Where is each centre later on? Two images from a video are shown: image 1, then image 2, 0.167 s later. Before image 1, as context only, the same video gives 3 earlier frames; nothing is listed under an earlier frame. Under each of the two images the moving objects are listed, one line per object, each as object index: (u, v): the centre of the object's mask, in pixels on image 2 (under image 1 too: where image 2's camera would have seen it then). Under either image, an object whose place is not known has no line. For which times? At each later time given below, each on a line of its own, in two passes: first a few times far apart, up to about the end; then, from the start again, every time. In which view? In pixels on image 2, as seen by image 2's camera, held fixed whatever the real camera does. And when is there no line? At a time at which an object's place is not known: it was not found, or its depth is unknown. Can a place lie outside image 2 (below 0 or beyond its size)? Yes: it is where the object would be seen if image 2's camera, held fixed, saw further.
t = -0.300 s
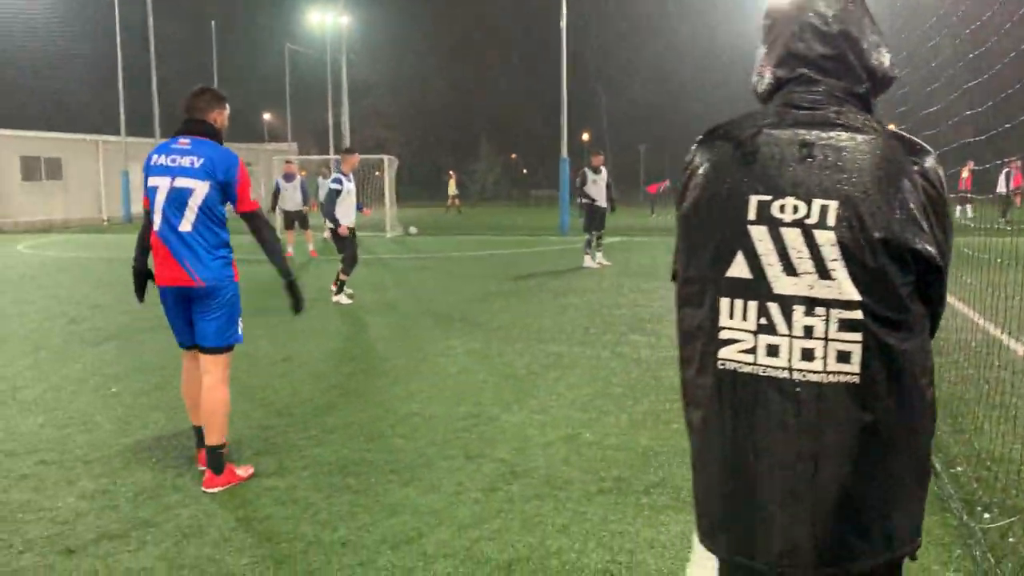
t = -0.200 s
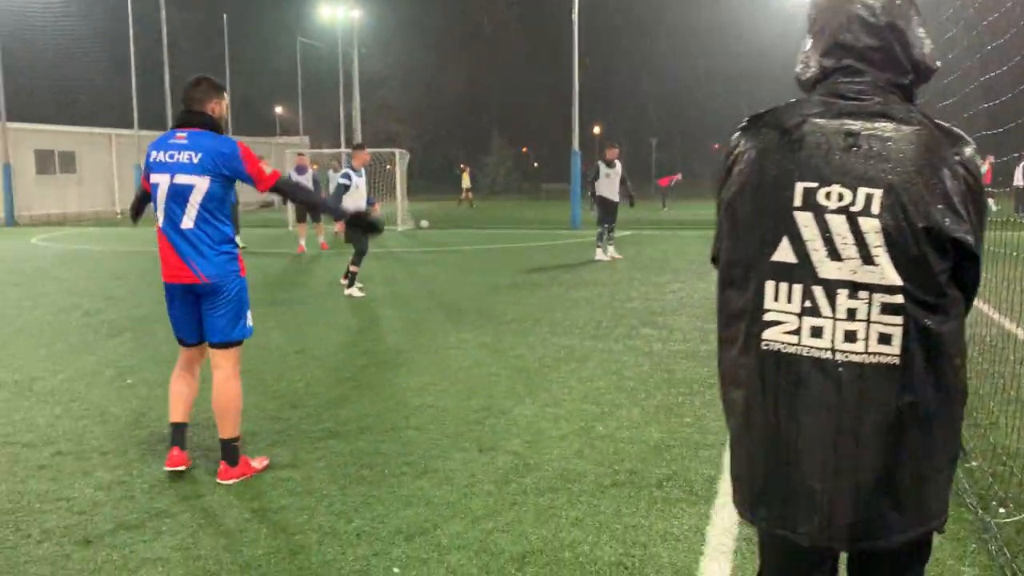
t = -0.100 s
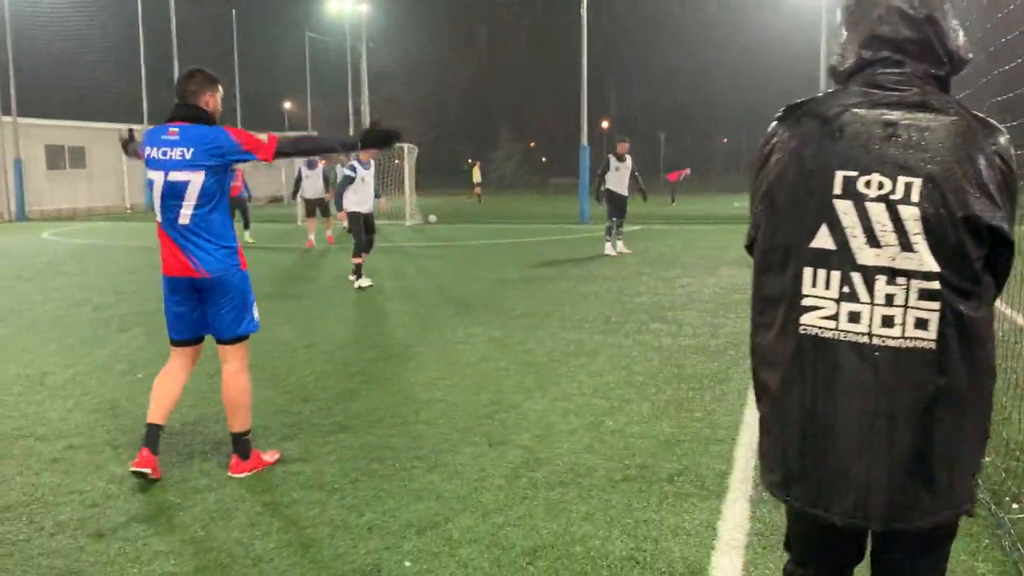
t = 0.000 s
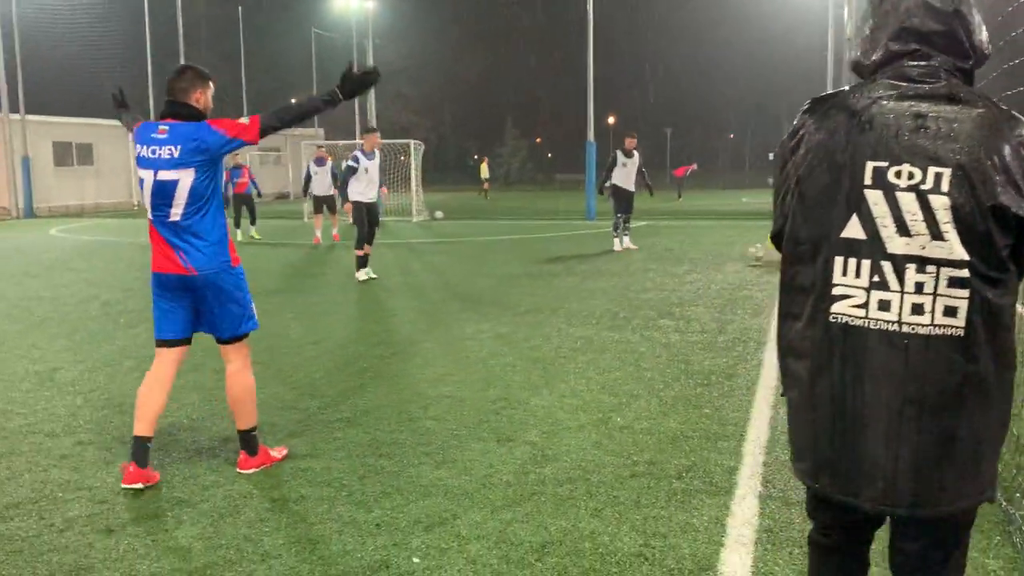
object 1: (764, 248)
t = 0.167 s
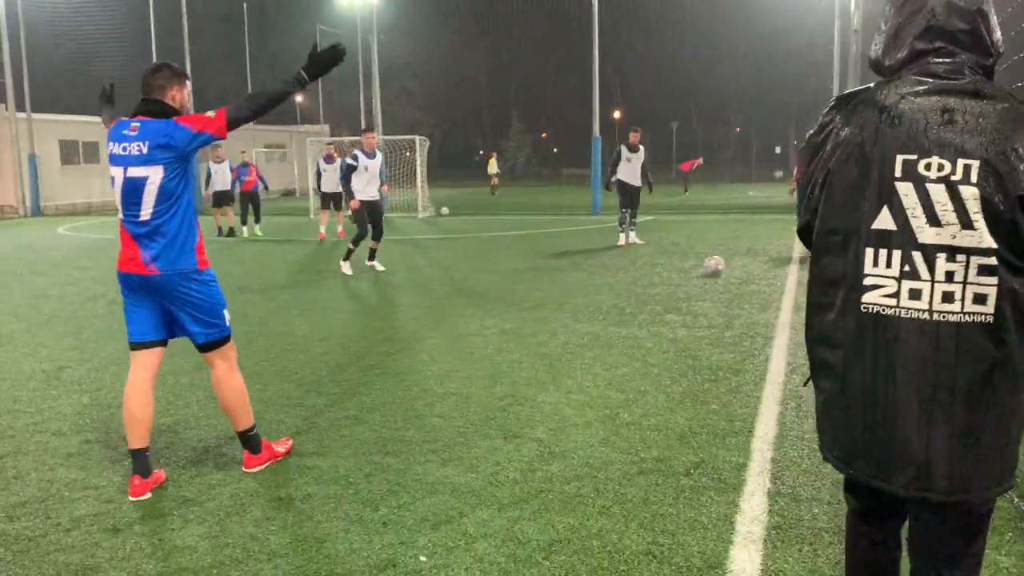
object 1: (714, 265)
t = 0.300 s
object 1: (667, 277)
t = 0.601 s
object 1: (529, 319)
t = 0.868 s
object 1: (343, 379)
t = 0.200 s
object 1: (703, 266)
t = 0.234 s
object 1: (692, 269)
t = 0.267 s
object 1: (681, 272)
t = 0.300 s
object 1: (667, 277)
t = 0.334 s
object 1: (655, 284)
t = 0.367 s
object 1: (641, 288)
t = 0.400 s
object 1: (628, 290)
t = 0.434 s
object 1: (613, 294)
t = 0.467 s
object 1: (598, 300)
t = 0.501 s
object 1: (582, 306)
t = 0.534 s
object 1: (566, 311)
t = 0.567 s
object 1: (548, 314)
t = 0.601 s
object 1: (529, 319)
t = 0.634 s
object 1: (511, 326)
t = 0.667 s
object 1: (490, 335)
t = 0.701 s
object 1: (469, 339)
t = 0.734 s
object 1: (446, 345)
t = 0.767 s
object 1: (423, 352)
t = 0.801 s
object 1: (398, 362)
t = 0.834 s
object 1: (370, 374)
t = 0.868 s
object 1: (343, 379)
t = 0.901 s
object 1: (314, 385)
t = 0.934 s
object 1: (283, 392)
